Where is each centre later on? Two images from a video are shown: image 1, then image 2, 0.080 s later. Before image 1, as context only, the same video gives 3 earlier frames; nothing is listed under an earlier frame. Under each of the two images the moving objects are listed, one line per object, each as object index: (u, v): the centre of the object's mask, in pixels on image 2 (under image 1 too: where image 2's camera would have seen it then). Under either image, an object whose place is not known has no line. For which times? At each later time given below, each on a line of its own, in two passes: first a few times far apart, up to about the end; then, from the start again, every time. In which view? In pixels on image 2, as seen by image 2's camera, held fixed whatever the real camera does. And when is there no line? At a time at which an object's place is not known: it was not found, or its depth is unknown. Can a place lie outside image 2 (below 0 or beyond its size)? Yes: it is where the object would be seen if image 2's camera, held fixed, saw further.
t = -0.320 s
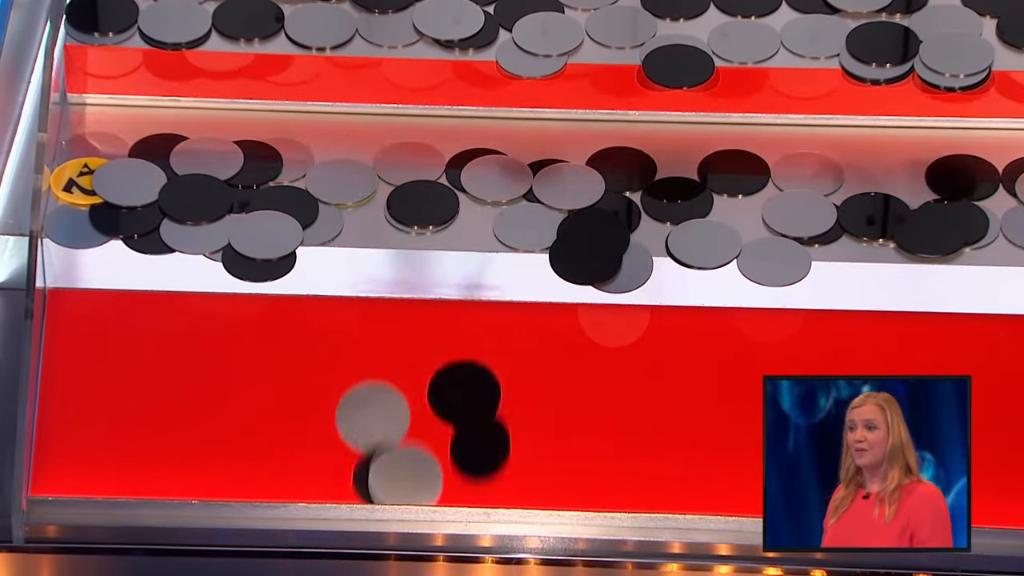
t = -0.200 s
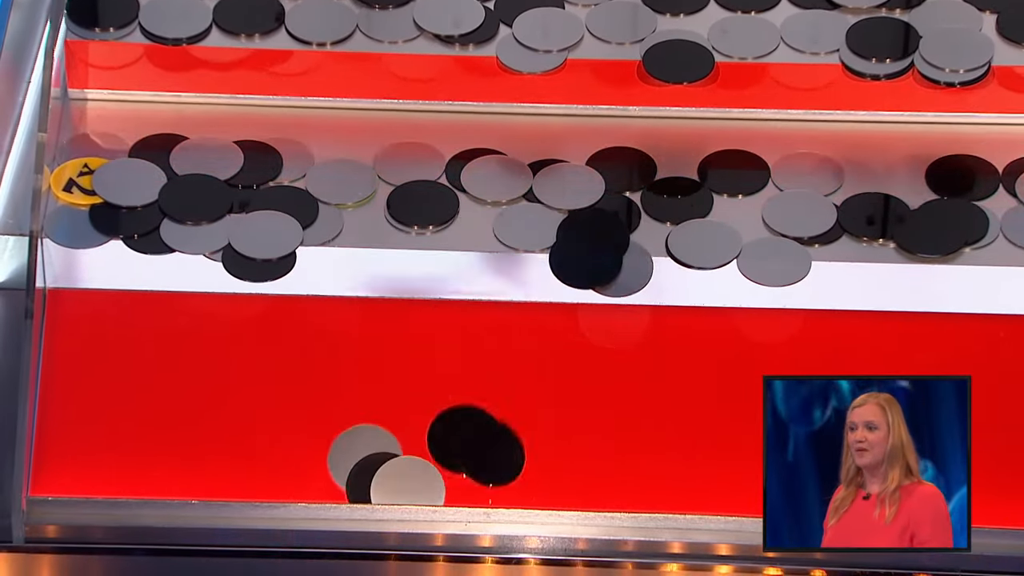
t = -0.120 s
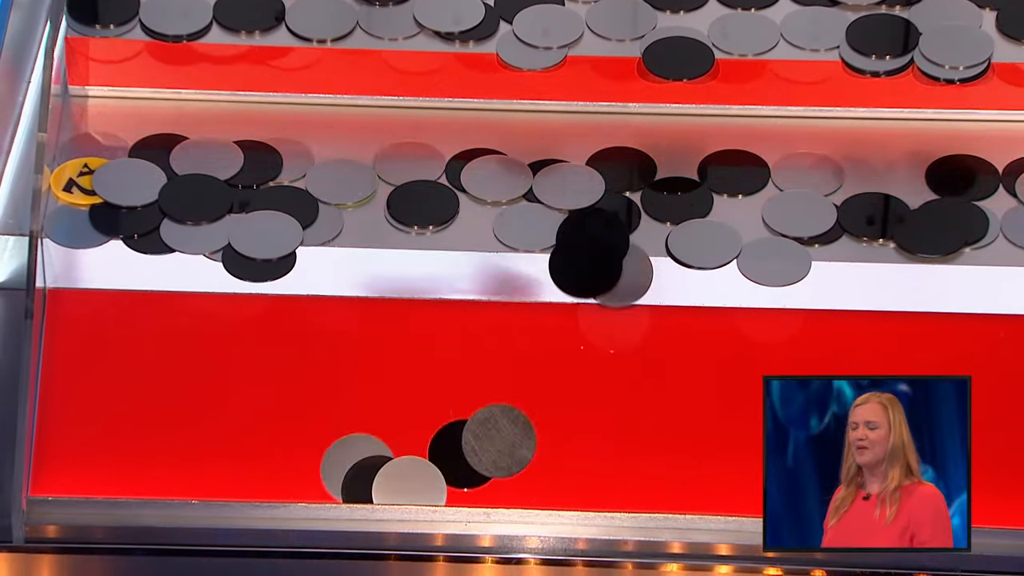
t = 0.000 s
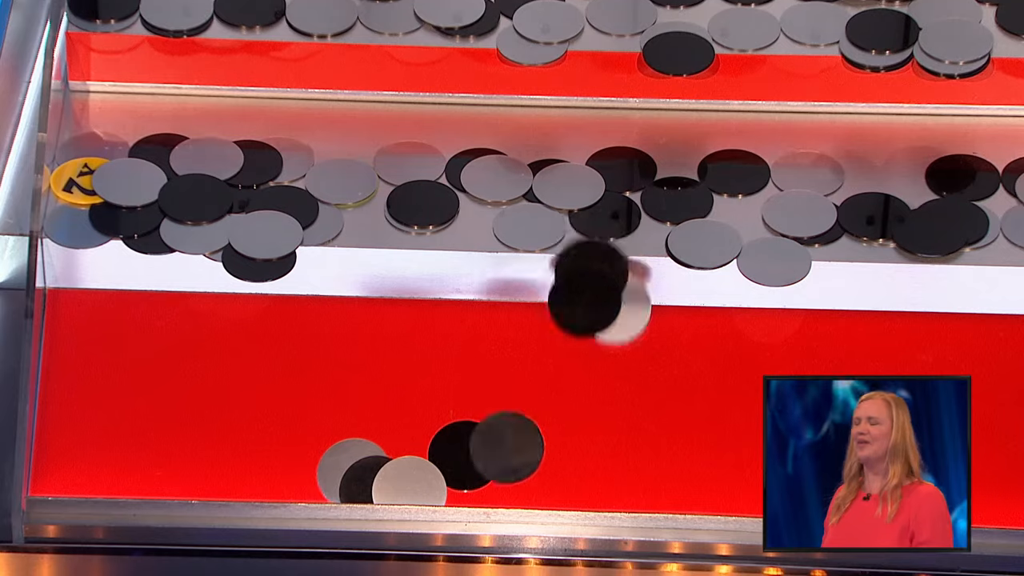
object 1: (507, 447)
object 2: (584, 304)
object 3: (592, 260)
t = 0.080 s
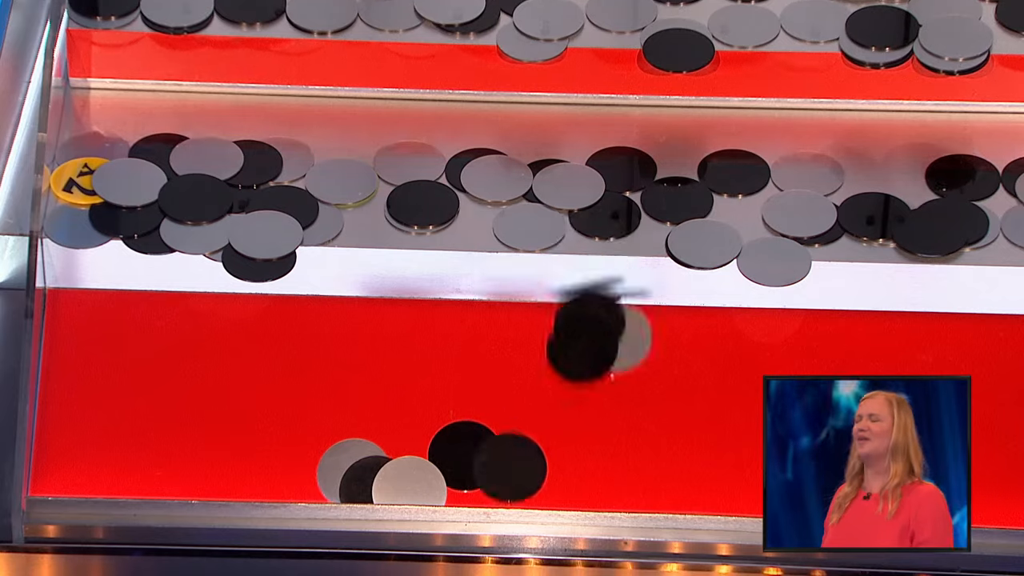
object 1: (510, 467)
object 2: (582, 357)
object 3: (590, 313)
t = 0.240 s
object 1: (510, 485)
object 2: (572, 463)
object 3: (590, 423)
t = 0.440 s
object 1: (500, 486)
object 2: (584, 487)
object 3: (613, 443)
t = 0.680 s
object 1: (500, 486)
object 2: (583, 489)
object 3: (643, 478)
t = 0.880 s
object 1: (500, 486)
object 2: (585, 489)
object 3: (656, 490)
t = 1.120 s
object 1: (500, 486)
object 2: (585, 489)
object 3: (656, 490)
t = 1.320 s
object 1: (500, 486)
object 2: (585, 489)
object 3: (656, 490)
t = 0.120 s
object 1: (511, 479)
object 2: (577, 382)
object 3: (590, 344)
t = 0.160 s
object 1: (512, 486)
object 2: (576, 399)
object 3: (594, 361)
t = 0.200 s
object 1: (513, 484)
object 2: (571, 433)
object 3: (591, 391)
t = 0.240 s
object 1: (510, 485)
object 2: (572, 463)
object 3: (590, 423)
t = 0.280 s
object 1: (505, 486)
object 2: (580, 493)
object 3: (587, 456)
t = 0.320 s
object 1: (502, 486)
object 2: (584, 502)
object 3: (590, 466)
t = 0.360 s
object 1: (500, 486)
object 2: (583, 494)
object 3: (598, 455)
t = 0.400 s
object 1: (500, 486)
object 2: (584, 488)
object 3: (605, 447)
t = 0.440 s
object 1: (500, 486)
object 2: (584, 487)
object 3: (613, 443)
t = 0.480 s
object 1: (500, 486)
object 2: (584, 486)
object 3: (620, 442)
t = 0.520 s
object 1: (500, 486)
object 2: (585, 487)
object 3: (625, 444)
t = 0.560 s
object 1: (500, 486)
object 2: (585, 489)
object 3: (630, 449)
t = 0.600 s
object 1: (500, 486)
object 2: (584, 490)
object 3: (634, 457)
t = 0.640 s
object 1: (500, 486)
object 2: (585, 490)
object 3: (639, 466)
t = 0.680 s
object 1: (500, 486)
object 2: (583, 489)
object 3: (643, 478)
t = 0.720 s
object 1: (500, 486)
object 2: (583, 488)
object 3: (648, 487)
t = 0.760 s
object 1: (500, 486)
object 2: (585, 489)
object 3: (652, 489)
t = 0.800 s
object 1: (500, 486)
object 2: (585, 489)
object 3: (653, 489)
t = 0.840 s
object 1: (500, 486)
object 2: (585, 489)
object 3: (656, 490)
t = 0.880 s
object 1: (500, 486)
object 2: (585, 489)
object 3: (656, 490)
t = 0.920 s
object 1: (500, 486)
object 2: (585, 489)
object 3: (656, 490)
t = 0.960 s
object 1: (500, 486)
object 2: (585, 489)
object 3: (656, 490)
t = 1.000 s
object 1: (500, 486)
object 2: (585, 489)
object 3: (656, 490)
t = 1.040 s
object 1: (500, 486)
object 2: (585, 489)
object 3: (656, 490)
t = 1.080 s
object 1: (500, 486)
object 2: (585, 489)
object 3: (656, 490)
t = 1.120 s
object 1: (500, 486)
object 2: (585, 489)
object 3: (656, 490)
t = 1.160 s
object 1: (500, 486)
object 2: (585, 489)
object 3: (656, 490)
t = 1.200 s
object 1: (500, 486)
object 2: (585, 489)
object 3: (656, 490)
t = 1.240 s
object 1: (500, 486)
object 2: (585, 489)
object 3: (656, 490)
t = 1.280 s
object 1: (500, 486)
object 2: (585, 489)
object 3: (656, 490)
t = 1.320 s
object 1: (500, 486)
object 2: (585, 489)
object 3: (656, 490)
